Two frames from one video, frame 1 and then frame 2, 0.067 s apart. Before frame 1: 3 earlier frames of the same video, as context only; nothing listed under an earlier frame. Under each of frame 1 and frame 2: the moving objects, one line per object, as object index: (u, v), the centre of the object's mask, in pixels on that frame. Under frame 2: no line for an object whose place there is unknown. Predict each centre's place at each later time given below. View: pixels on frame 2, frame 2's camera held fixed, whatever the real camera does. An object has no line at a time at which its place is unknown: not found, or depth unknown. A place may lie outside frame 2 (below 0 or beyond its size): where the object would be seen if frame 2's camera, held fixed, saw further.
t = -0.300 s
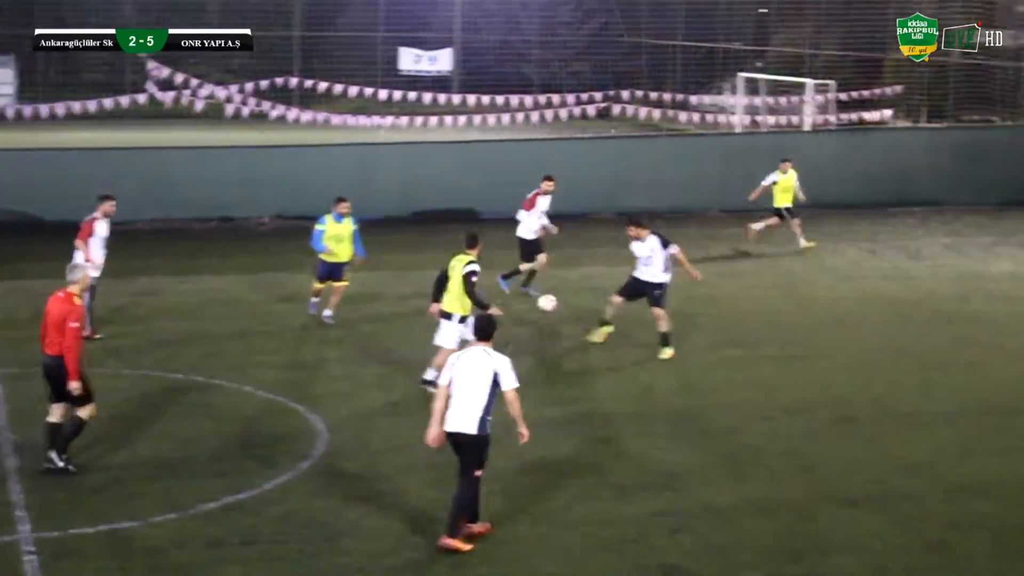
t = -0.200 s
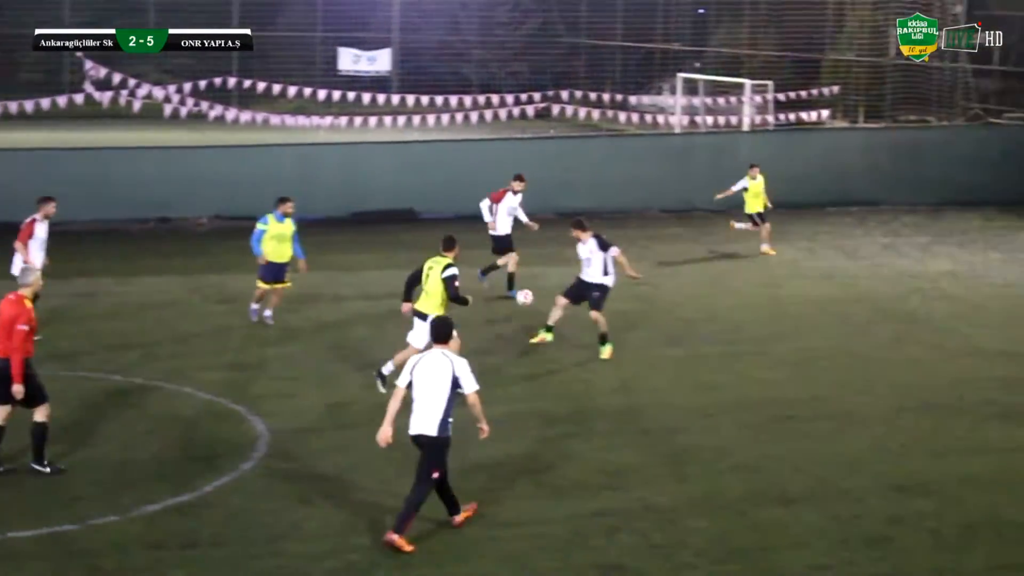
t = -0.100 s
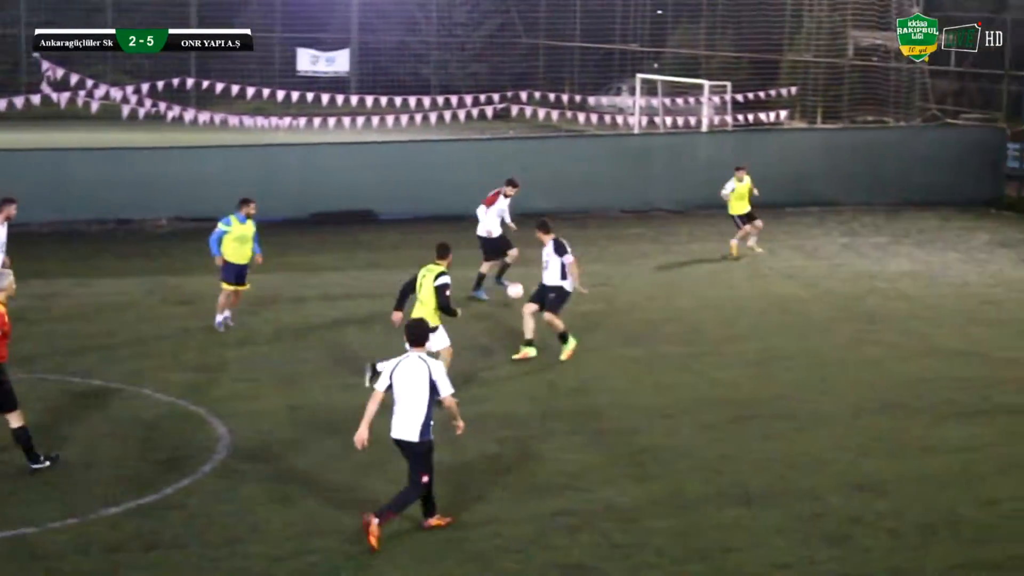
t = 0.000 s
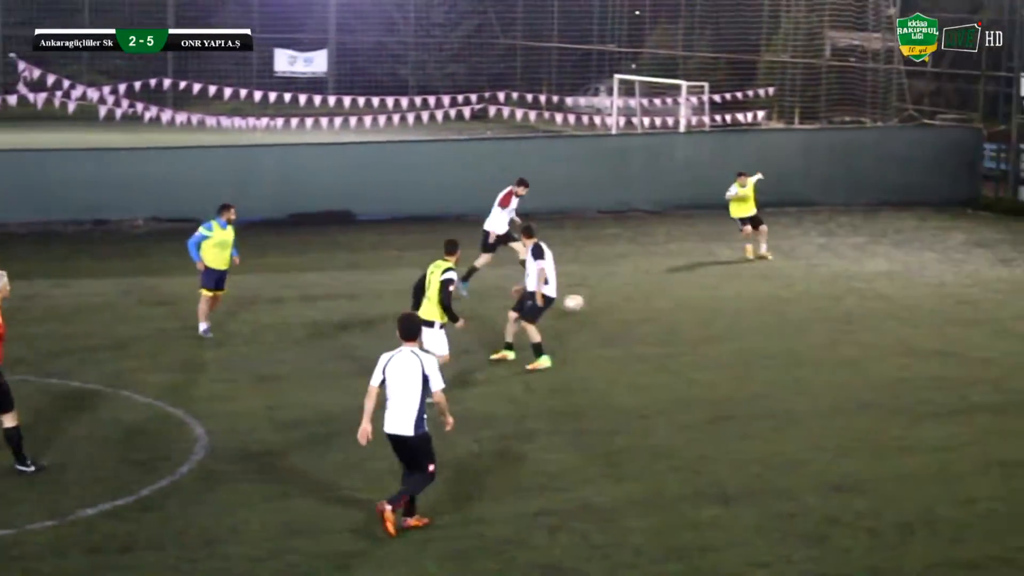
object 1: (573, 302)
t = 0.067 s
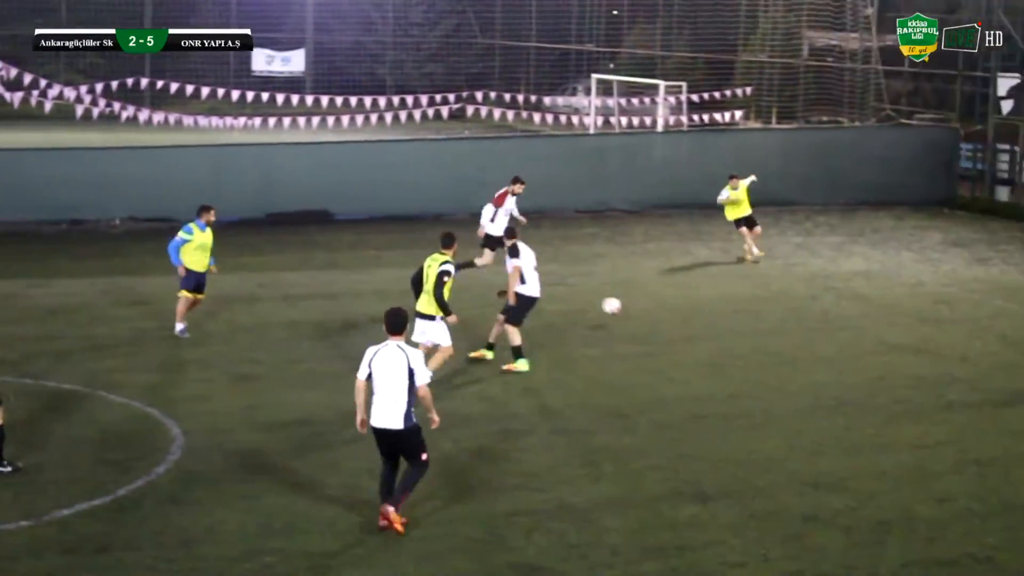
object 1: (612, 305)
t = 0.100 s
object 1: (641, 308)
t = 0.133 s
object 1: (672, 312)
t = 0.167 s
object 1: (704, 317)
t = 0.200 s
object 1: (735, 324)
